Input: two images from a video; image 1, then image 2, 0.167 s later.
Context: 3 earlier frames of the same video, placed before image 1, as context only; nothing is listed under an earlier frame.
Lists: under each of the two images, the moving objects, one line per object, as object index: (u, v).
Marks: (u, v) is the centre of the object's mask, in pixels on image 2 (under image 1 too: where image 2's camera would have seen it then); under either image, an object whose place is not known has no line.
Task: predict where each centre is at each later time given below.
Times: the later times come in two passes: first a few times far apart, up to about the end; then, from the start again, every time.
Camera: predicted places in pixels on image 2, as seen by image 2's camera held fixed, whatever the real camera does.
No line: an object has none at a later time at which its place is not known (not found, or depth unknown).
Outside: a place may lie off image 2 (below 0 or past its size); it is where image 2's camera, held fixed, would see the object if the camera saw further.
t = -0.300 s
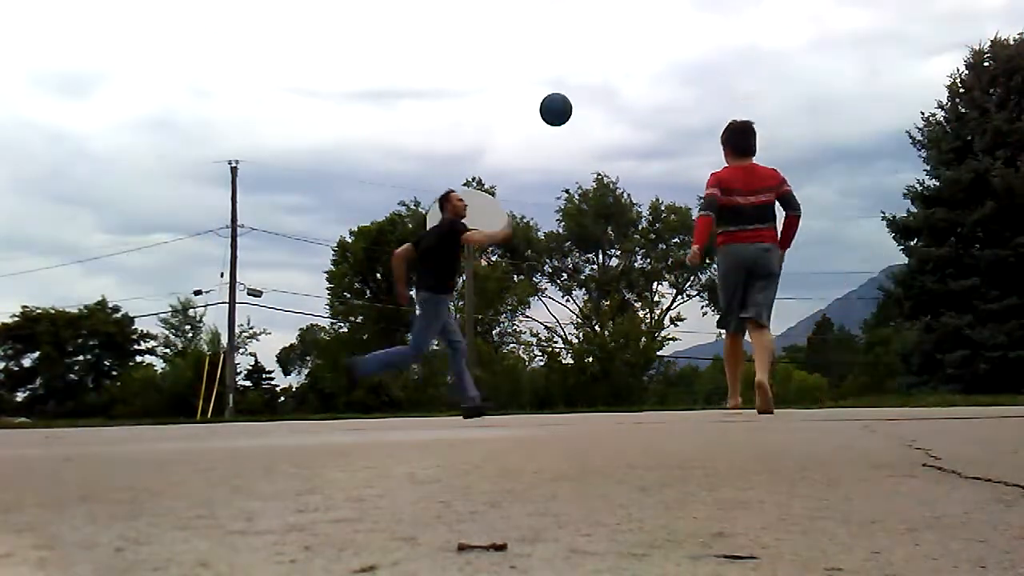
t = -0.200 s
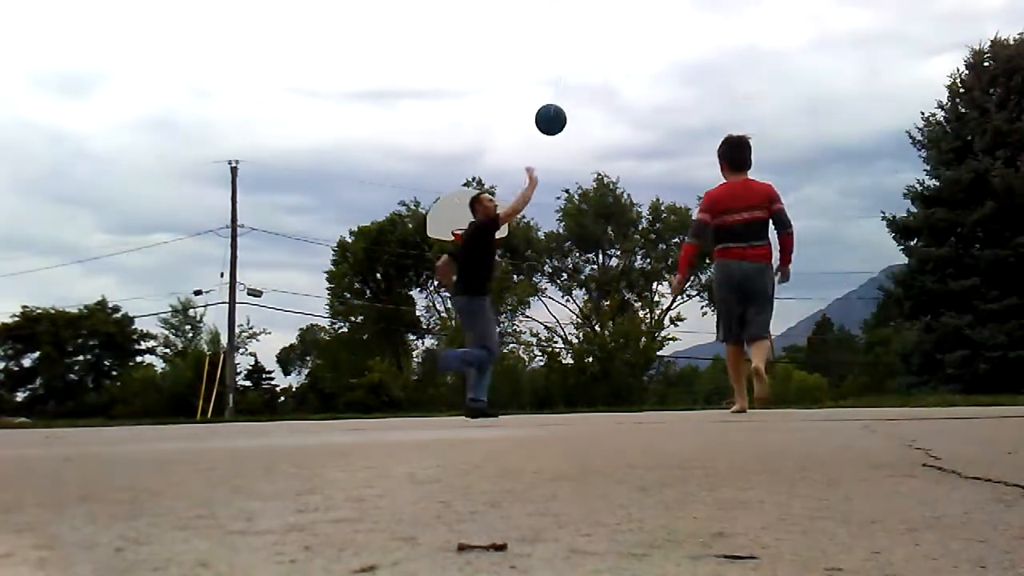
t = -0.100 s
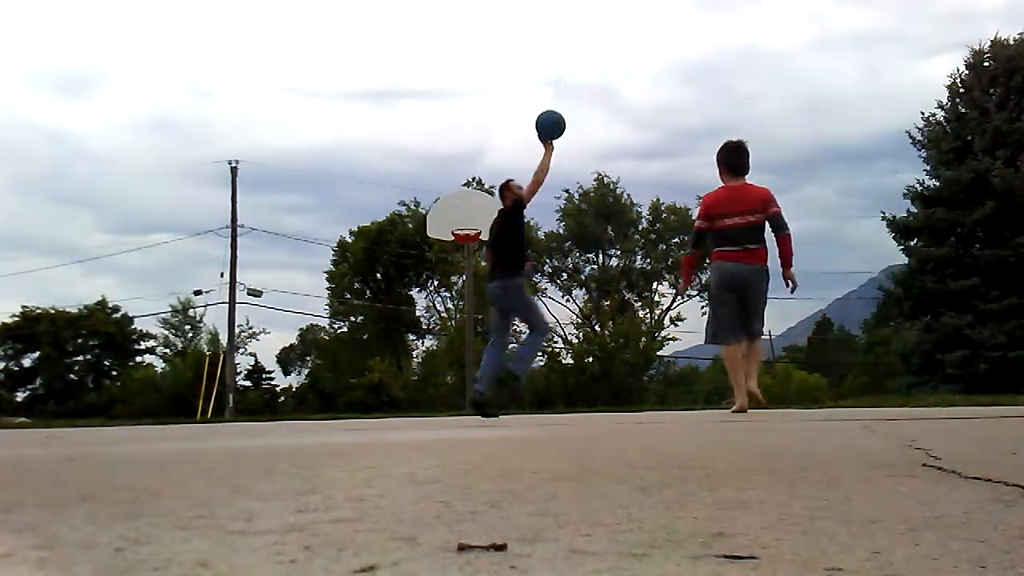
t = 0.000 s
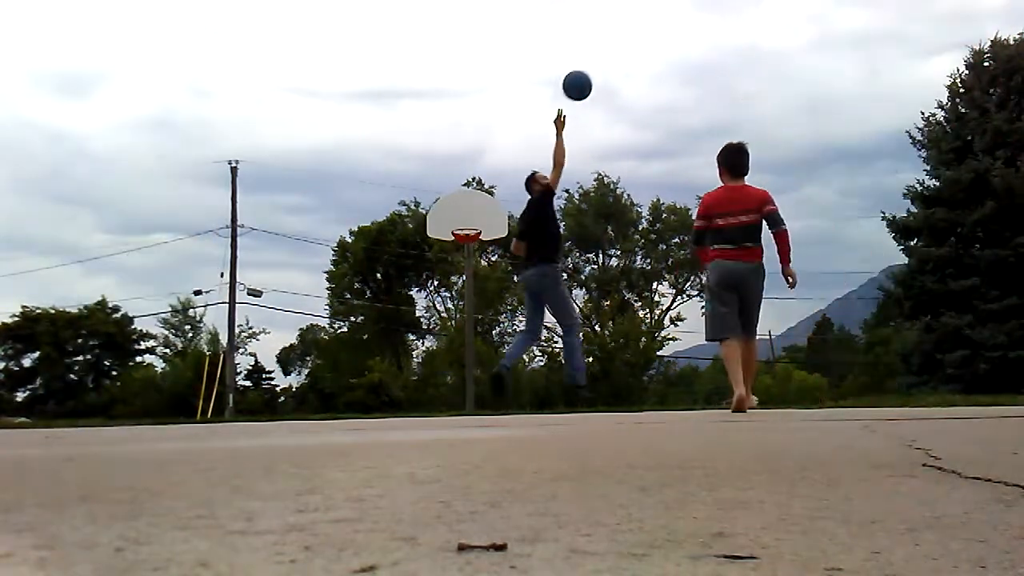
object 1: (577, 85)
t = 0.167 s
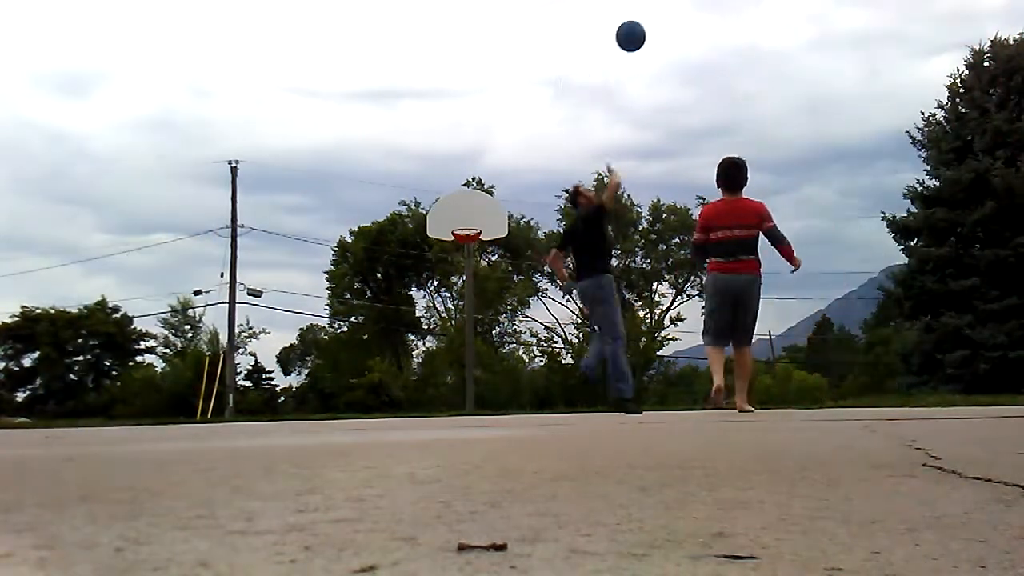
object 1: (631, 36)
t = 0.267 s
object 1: (663, 22)
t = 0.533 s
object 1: (754, 45)
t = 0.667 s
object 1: (803, 91)
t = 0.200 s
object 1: (641, 30)
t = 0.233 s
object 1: (652, 25)
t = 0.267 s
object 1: (663, 22)
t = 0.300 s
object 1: (674, 20)
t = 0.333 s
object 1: (686, 20)
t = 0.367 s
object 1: (697, 20)
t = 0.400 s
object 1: (708, 22)
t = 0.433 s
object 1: (719, 26)
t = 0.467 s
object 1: (731, 31)
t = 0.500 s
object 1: (742, 37)
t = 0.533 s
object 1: (754, 45)
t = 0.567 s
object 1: (766, 54)
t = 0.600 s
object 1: (778, 65)
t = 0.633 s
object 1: (791, 77)
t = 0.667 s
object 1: (803, 91)
